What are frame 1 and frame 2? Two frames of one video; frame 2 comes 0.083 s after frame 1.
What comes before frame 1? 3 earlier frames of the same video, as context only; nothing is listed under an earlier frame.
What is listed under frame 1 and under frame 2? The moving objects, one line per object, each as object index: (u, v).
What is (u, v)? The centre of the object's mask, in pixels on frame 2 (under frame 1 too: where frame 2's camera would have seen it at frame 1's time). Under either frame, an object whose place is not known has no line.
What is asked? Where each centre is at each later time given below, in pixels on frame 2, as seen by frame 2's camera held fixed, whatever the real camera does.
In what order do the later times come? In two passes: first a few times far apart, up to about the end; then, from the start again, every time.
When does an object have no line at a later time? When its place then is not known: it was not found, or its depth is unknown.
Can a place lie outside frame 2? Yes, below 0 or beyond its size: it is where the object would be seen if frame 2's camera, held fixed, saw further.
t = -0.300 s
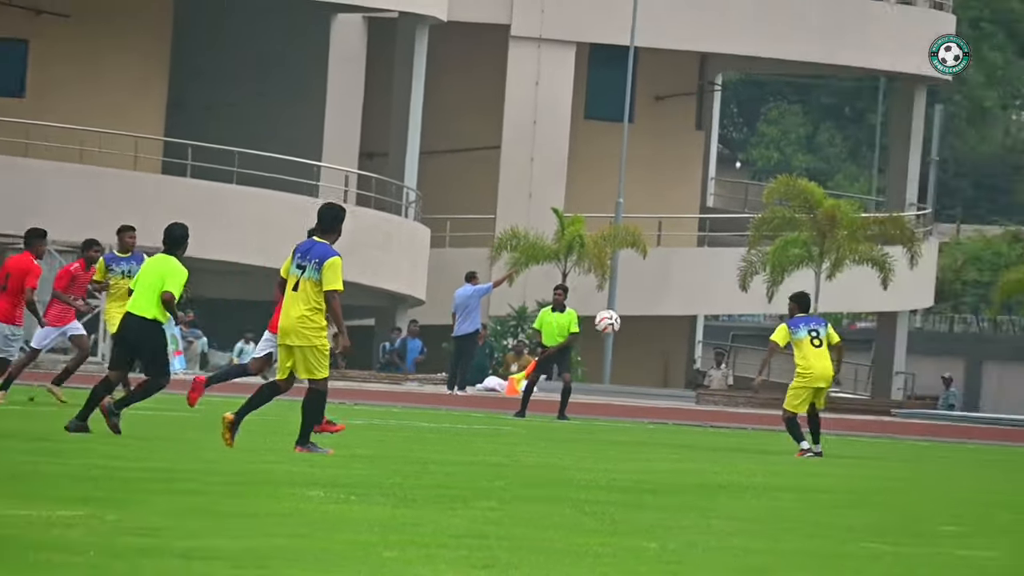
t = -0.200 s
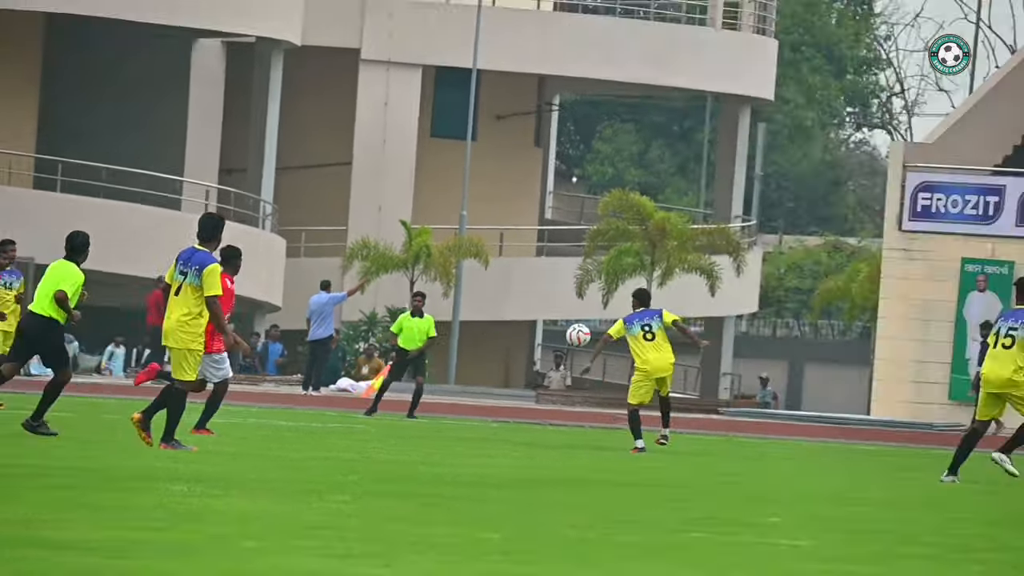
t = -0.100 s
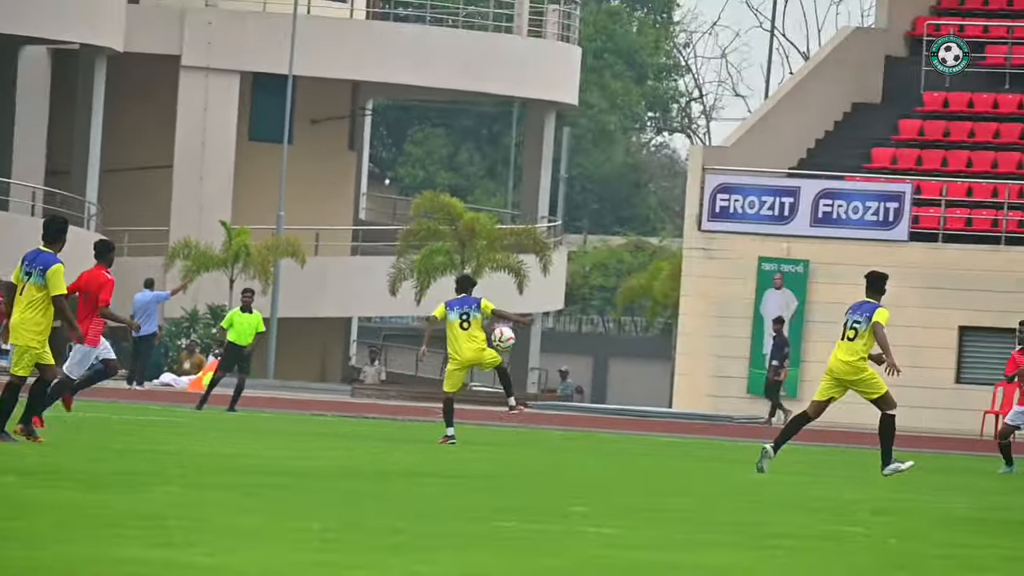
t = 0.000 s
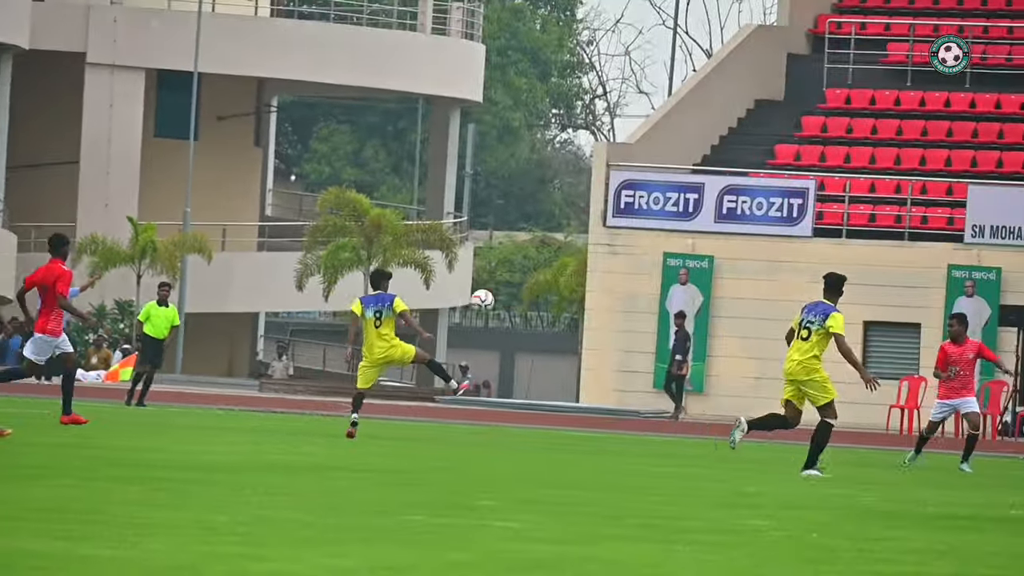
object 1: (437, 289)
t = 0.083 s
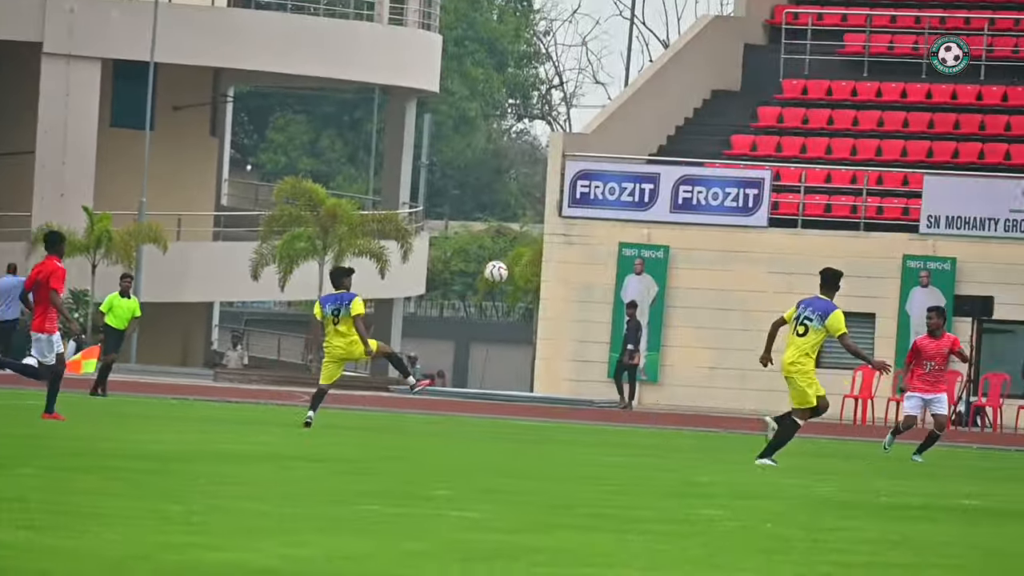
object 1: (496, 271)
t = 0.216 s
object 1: (590, 259)
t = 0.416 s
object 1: (729, 278)
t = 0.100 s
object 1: (508, 269)
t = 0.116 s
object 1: (520, 267)
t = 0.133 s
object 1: (532, 263)
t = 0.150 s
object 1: (543, 264)
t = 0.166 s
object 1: (554, 262)
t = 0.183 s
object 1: (566, 261)
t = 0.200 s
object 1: (578, 260)
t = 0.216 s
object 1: (590, 259)
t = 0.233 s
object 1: (602, 259)
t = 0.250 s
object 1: (614, 260)
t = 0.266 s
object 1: (625, 259)
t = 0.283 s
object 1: (637, 262)
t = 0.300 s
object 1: (649, 263)
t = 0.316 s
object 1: (660, 263)
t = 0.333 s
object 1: (672, 264)
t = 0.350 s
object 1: (684, 266)
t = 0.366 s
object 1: (695, 268)
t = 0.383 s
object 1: (707, 272)
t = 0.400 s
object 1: (718, 275)
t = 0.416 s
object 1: (729, 278)
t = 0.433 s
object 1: (741, 281)
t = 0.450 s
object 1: (752, 283)
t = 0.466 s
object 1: (765, 287)
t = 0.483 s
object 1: (777, 291)
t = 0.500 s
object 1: (788, 297)
